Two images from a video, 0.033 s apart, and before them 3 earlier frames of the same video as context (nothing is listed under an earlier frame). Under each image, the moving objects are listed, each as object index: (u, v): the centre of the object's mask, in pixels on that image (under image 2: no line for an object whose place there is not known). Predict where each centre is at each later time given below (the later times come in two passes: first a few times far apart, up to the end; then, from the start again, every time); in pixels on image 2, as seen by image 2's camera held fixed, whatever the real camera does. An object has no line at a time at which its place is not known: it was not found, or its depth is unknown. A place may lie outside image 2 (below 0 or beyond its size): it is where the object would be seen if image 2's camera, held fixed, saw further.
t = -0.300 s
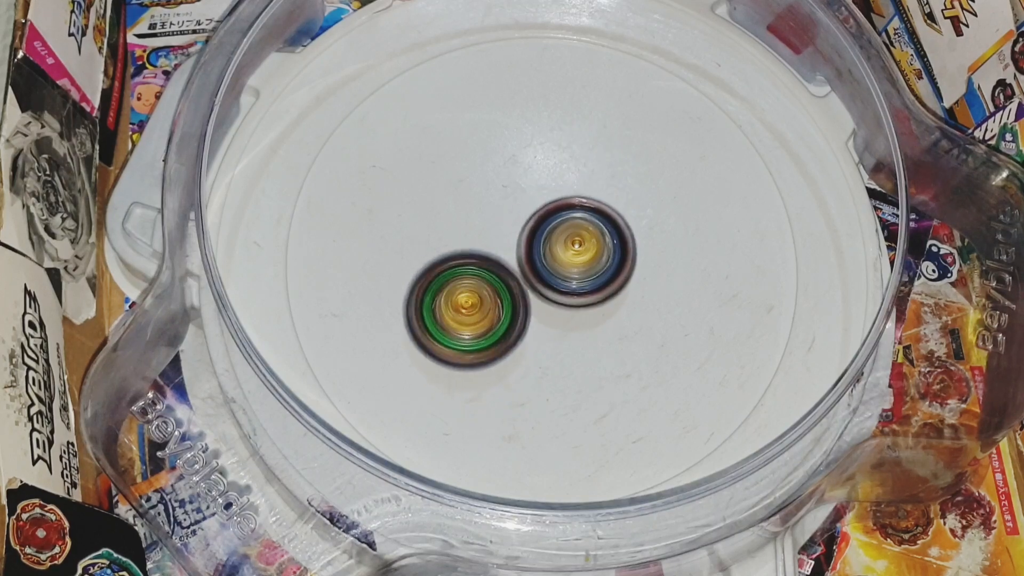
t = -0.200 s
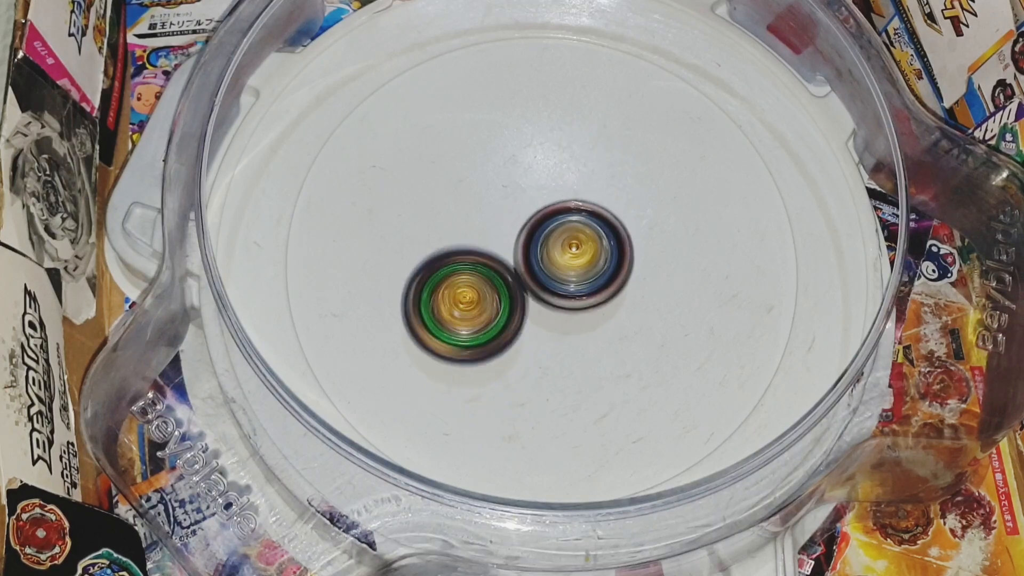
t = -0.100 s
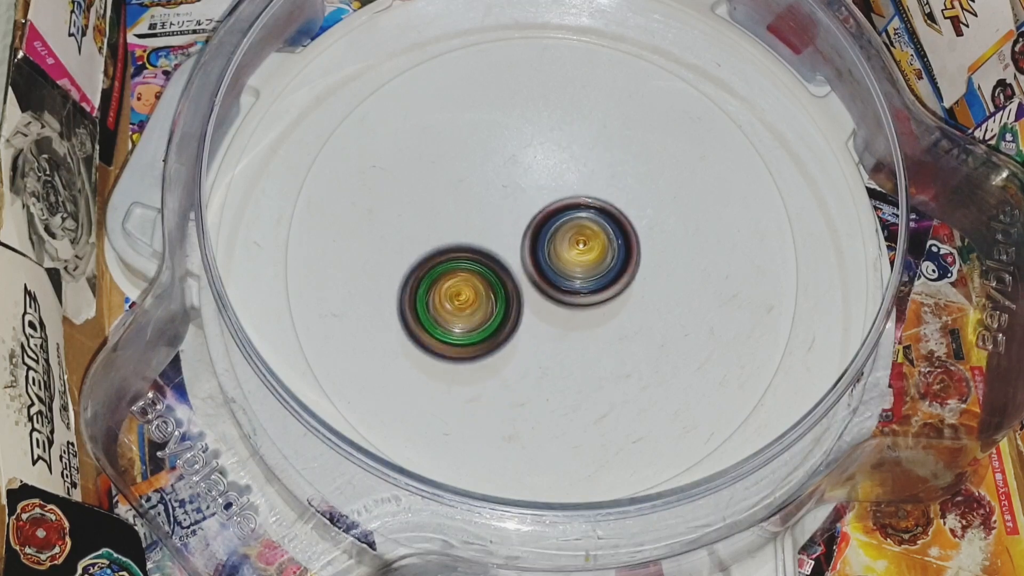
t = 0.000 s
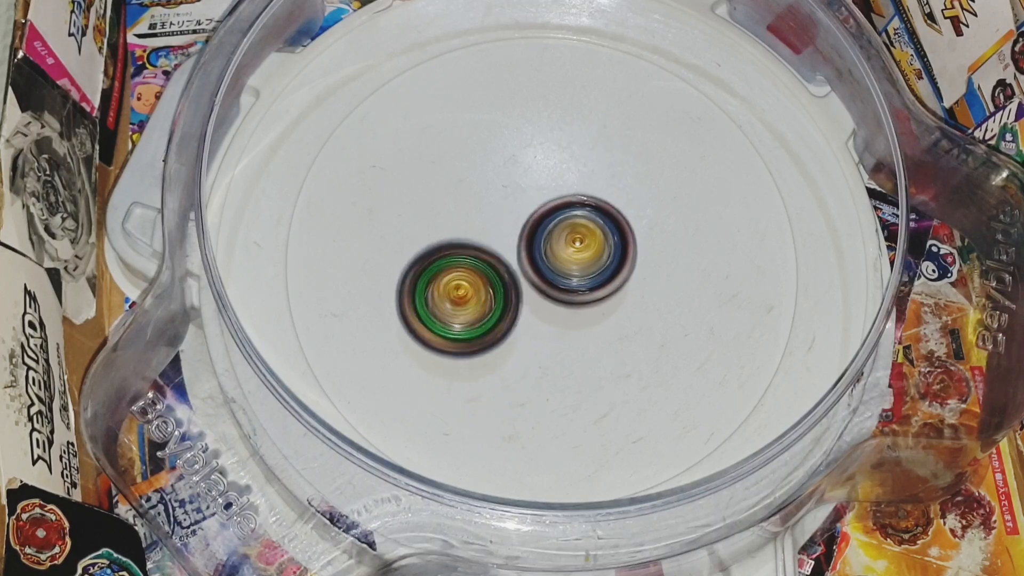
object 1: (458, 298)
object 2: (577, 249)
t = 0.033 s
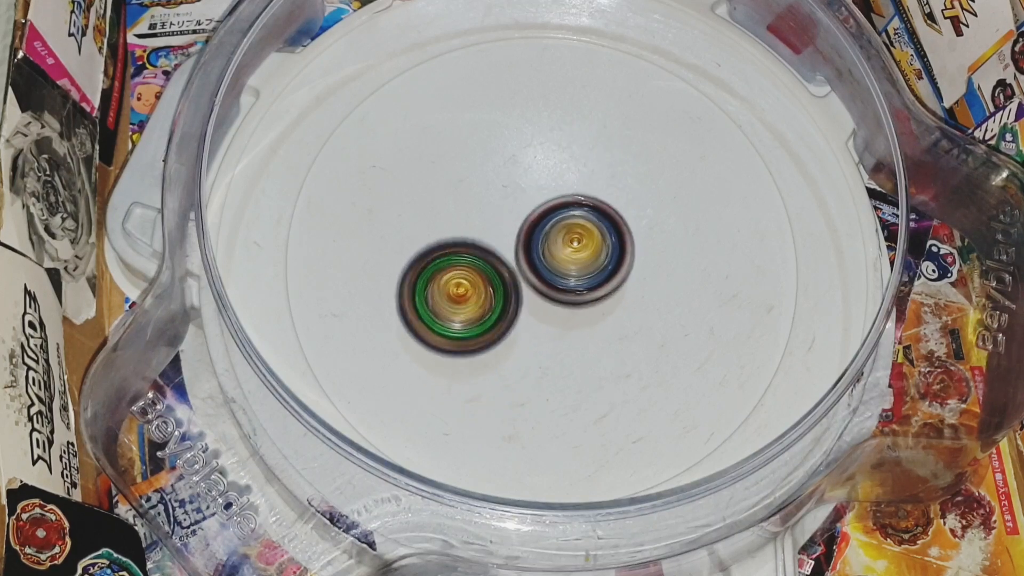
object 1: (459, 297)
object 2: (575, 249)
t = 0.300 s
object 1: (438, 292)
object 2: (590, 237)
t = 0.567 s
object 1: (441, 282)
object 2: (584, 231)
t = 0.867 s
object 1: (446, 272)
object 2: (570, 249)
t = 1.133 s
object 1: (451, 267)
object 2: (581, 257)
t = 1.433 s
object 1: (460, 261)
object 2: (595, 260)
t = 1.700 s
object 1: (468, 254)
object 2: (593, 258)
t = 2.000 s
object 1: (465, 248)
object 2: (598, 263)
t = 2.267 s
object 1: (464, 246)
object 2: (599, 263)
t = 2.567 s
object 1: (467, 241)
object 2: (604, 266)
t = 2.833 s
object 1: (475, 241)
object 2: (598, 269)
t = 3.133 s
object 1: (458, 239)
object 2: (616, 272)
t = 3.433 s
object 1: (465, 237)
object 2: (587, 273)
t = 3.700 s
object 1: (458, 233)
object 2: (589, 283)
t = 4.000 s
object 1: (457, 226)
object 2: (579, 286)
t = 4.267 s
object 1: (458, 216)
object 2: (573, 287)
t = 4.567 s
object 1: (458, 205)
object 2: (572, 291)
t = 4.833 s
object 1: (463, 198)
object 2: (593, 296)
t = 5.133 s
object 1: (476, 198)
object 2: (575, 279)
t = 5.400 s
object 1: (469, 188)
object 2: (572, 288)
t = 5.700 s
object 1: (481, 184)
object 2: (574, 291)
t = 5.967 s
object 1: (489, 185)
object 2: (558, 282)
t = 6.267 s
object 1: (497, 180)
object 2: (559, 292)
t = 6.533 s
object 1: (506, 181)
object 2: (551, 287)
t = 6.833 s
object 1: (511, 176)
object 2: (556, 304)
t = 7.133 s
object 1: (521, 180)
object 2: (542, 297)
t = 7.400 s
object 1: (526, 175)
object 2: (536, 305)
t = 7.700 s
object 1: (535, 163)
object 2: (530, 306)
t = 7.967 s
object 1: (542, 167)
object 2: (534, 300)
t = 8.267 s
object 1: (549, 173)
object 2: (530, 285)
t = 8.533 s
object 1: (553, 171)
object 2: (524, 297)
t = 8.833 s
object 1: (560, 179)
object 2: (524, 302)
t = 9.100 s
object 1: (569, 176)
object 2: (526, 293)
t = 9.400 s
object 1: (575, 183)
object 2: (524, 286)
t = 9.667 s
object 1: (581, 183)
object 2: (520, 289)
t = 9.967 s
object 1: (584, 190)
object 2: (515, 290)
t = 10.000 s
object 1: (584, 191)
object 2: (515, 288)
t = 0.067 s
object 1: (459, 296)
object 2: (572, 250)
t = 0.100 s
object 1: (457, 295)
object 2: (572, 249)
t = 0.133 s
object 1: (457, 294)
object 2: (572, 248)
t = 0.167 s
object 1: (457, 292)
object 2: (572, 247)
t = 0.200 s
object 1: (456, 291)
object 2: (572, 247)
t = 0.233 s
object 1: (445, 293)
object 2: (582, 243)
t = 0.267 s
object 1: (439, 294)
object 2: (587, 240)
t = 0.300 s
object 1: (438, 292)
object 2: (590, 237)
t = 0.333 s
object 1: (438, 291)
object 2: (591, 235)
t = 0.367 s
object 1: (439, 290)
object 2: (592, 233)
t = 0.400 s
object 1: (439, 288)
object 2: (592, 232)
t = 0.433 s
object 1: (439, 287)
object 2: (591, 231)
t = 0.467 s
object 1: (440, 285)
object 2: (590, 231)
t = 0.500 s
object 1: (441, 284)
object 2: (588, 231)
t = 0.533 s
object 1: (441, 283)
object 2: (586, 231)
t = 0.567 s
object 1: (441, 282)
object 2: (584, 231)
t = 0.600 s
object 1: (441, 280)
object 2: (581, 232)
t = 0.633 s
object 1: (442, 279)
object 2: (578, 234)
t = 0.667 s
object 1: (444, 278)
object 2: (575, 236)
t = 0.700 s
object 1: (445, 277)
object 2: (572, 238)
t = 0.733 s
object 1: (447, 275)
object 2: (570, 241)
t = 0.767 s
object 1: (448, 274)
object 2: (568, 244)
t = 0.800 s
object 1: (445, 275)
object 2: (570, 245)
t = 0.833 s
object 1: (446, 273)
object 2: (570, 247)
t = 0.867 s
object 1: (446, 272)
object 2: (570, 249)
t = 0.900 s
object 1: (447, 271)
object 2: (569, 251)
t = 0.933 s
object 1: (447, 271)
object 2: (570, 253)
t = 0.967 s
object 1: (446, 270)
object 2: (571, 254)
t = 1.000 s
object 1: (447, 269)
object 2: (571, 255)
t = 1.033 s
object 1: (450, 269)
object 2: (572, 256)
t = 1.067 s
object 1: (448, 269)
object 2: (577, 257)
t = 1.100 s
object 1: (449, 268)
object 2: (580, 257)
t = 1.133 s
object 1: (451, 267)
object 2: (581, 257)
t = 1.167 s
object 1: (454, 266)
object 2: (582, 258)
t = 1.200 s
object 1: (455, 264)
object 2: (583, 259)
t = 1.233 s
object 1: (457, 263)
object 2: (584, 260)
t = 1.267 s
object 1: (459, 262)
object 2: (584, 261)
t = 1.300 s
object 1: (455, 262)
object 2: (589, 261)
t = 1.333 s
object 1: (455, 262)
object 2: (592, 261)
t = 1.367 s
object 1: (456, 262)
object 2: (593, 260)
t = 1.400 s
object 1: (458, 262)
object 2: (594, 260)
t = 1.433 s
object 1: (460, 261)
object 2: (595, 260)
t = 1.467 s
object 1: (463, 260)
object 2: (595, 260)
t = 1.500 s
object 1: (465, 258)
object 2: (594, 259)
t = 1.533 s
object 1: (467, 257)
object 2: (593, 259)
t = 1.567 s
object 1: (466, 257)
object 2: (594, 260)
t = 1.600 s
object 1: (465, 257)
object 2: (596, 259)
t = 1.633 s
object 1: (465, 256)
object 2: (596, 259)
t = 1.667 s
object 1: (467, 255)
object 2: (595, 258)
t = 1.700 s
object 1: (468, 254)
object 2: (593, 258)
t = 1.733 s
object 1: (465, 253)
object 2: (594, 259)
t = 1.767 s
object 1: (463, 253)
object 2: (596, 259)
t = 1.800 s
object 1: (464, 252)
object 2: (597, 260)
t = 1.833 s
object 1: (465, 251)
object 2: (597, 260)
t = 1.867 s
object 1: (466, 251)
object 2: (597, 261)
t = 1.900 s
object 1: (467, 250)
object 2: (596, 261)
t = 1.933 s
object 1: (468, 249)
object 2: (595, 262)
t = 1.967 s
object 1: (470, 249)
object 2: (594, 262)
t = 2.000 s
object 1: (465, 248)
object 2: (598, 263)
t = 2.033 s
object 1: (464, 248)
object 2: (598, 262)
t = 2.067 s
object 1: (465, 248)
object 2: (599, 263)
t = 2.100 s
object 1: (467, 248)
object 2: (598, 263)
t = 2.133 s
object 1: (469, 247)
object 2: (597, 263)
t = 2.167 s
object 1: (470, 246)
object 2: (595, 263)
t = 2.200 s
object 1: (466, 246)
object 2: (598, 263)
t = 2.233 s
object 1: (464, 246)
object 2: (599, 263)
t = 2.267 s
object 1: (464, 246)
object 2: (599, 263)
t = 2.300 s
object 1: (466, 245)
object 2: (598, 263)
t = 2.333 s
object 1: (469, 244)
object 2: (598, 263)
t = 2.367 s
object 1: (472, 244)
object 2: (597, 263)
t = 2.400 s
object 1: (473, 243)
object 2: (597, 263)
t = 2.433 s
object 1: (473, 243)
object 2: (596, 264)
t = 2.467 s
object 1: (472, 243)
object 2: (596, 264)
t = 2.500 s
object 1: (471, 243)
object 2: (597, 264)
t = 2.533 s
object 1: (467, 241)
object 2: (602, 266)
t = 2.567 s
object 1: (467, 241)
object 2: (604, 266)
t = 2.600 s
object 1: (469, 241)
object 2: (604, 266)
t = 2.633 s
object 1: (470, 241)
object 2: (603, 266)
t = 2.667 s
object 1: (471, 241)
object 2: (602, 266)
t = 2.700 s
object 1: (472, 240)
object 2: (600, 266)
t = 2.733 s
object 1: (474, 239)
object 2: (598, 266)
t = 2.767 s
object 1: (473, 240)
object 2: (598, 267)
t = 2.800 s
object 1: (473, 240)
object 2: (598, 268)
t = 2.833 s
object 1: (475, 241)
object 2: (598, 269)
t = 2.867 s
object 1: (475, 242)
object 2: (597, 269)
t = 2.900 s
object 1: (475, 242)
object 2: (597, 269)
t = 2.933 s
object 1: (474, 242)
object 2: (597, 270)
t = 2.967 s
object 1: (462, 240)
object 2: (609, 272)
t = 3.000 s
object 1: (455, 239)
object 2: (614, 273)
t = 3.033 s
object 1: (455, 239)
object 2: (617, 273)
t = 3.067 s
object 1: (457, 239)
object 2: (618, 272)
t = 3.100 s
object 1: (458, 239)
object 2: (617, 272)
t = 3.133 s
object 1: (458, 239)
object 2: (616, 272)
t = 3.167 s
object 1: (459, 238)
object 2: (615, 272)
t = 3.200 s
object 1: (460, 238)
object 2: (613, 271)
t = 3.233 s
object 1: (461, 238)
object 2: (610, 271)
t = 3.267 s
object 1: (462, 238)
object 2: (607, 270)
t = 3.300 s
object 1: (463, 238)
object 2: (603, 270)
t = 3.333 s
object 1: (464, 238)
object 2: (598, 271)
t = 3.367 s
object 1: (465, 238)
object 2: (594, 271)
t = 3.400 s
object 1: (466, 238)
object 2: (590, 272)
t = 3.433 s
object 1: (465, 237)
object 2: (587, 273)
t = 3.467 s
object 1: (464, 238)
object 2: (586, 274)
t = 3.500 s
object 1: (465, 238)
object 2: (585, 276)
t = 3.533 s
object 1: (457, 236)
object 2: (591, 280)
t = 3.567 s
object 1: (454, 235)
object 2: (594, 281)
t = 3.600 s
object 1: (456, 235)
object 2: (594, 282)
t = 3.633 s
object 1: (457, 234)
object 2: (593, 283)
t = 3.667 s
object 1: (457, 234)
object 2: (591, 283)
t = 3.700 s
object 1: (458, 233)
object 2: (589, 283)
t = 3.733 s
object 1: (459, 233)
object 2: (586, 283)
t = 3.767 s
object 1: (460, 232)
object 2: (582, 283)
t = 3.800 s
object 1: (461, 231)
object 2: (579, 283)
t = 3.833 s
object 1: (462, 231)
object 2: (575, 284)
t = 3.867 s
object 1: (459, 229)
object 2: (576, 285)
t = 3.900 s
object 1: (455, 227)
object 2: (579, 287)
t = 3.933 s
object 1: (455, 227)
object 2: (580, 287)
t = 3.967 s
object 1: (456, 226)
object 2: (581, 287)
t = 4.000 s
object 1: (457, 226)
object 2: (579, 286)
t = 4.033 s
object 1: (458, 225)
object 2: (577, 286)
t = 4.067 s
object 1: (460, 224)
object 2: (574, 285)
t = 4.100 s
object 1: (460, 224)
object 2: (573, 285)
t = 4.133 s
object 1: (462, 223)
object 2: (570, 284)
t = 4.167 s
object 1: (459, 220)
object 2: (571, 286)
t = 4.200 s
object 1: (455, 218)
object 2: (574, 287)
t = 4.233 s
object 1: (457, 217)
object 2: (574, 287)
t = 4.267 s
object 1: (458, 216)
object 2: (573, 287)
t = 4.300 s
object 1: (459, 215)
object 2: (572, 287)
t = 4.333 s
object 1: (460, 215)
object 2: (571, 286)
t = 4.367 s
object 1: (461, 214)
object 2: (570, 286)
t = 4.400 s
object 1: (462, 213)
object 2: (568, 284)
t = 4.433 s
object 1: (464, 212)
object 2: (566, 283)
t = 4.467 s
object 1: (463, 211)
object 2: (564, 283)
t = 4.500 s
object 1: (463, 212)
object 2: (564, 283)
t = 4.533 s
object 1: (465, 211)
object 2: (563, 283)
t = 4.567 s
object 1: (458, 205)
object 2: (572, 291)
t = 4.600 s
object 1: (453, 201)
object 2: (578, 295)
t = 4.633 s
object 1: (454, 201)
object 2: (582, 298)
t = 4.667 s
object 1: (456, 200)
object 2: (586, 298)
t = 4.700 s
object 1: (457, 200)
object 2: (589, 298)
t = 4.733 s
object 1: (459, 200)
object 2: (591, 297)
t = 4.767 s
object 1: (460, 199)
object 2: (592, 297)
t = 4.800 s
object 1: (462, 199)
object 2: (593, 297)
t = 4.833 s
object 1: (463, 198)
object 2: (593, 296)
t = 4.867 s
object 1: (465, 198)
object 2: (594, 295)
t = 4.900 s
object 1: (466, 199)
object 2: (593, 293)
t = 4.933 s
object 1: (467, 198)
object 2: (592, 291)
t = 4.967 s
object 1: (468, 198)
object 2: (590, 289)
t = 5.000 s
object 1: (470, 198)
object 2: (588, 287)
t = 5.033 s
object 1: (471, 198)
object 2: (586, 286)
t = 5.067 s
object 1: (472, 198)
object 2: (583, 283)
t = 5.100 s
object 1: (474, 198)
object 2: (579, 281)
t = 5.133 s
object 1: (476, 198)
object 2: (575, 279)
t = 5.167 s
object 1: (478, 199)
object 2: (570, 277)
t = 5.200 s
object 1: (476, 197)
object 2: (569, 277)
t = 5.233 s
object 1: (474, 195)
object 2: (567, 277)
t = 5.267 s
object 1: (475, 195)
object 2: (564, 277)
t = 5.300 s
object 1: (476, 194)
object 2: (563, 277)
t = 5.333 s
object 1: (475, 194)
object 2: (563, 280)
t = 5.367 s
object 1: (470, 189)
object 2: (569, 286)
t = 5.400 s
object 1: (469, 188)
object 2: (572, 288)
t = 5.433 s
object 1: (471, 187)
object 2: (574, 290)
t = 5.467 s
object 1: (472, 186)
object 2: (575, 291)
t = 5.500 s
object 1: (474, 186)
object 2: (576, 292)
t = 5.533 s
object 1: (475, 185)
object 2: (577, 293)
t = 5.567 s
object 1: (476, 185)
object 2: (577, 293)
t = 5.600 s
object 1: (476, 185)
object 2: (576, 293)
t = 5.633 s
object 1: (478, 184)
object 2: (576, 293)
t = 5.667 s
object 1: (480, 184)
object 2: (575, 292)
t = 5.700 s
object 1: (481, 184)
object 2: (574, 291)
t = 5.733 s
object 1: (482, 184)
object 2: (573, 290)
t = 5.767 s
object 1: (483, 184)
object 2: (572, 288)
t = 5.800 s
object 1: (485, 184)
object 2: (570, 287)
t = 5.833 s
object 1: (486, 185)
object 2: (567, 285)
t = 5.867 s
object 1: (488, 185)
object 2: (564, 282)
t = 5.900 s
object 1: (489, 185)
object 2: (561, 280)
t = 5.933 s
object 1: (488, 184)
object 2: (559, 280)
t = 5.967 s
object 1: (489, 185)
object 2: (558, 282)
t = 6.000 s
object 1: (489, 182)
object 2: (560, 286)
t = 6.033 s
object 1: (486, 178)
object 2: (561, 289)
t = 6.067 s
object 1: (488, 179)
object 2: (562, 291)
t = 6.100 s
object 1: (490, 180)
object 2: (562, 292)
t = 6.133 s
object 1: (491, 180)
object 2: (561, 292)
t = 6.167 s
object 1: (492, 179)
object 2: (561, 293)
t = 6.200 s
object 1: (494, 179)
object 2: (560, 293)
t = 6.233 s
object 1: (496, 180)
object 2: (560, 293)
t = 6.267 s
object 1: (497, 180)
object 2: (559, 292)
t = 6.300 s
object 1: (498, 179)
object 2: (558, 291)
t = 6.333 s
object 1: (500, 180)
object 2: (557, 290)
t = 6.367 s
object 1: (502, 180)
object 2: (555, 289)
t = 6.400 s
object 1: (503, 181)
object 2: (555, 288)
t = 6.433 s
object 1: (504, 181)
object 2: (553, 286)
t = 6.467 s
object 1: (504, 179)
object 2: (552, 287)
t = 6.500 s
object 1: (505, 181)
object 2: (550, 287)
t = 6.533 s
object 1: (506, 181)
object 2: (551, 287)
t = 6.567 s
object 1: (506, 180)
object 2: (551, 288)
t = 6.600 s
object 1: (505, 179)
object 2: (551, 291)
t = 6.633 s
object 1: (505, 175)
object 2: (554, 297)
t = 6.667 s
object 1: (505, 175)
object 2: (555, 300)
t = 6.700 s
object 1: (507, 175)
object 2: (555, 302)
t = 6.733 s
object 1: (508, 174)
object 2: (556, 304)
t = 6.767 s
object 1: (509, 175)
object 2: (556, 305)
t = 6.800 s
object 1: (510, 175)
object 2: (556, 305)
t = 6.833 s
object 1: (511, 176)
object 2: (556, 304)
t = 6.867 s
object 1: (513, 177)
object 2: (554, 304)
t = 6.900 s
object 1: (515, 178)
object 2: (554, 304)
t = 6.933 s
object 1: (516, 179)
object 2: (553, 303)
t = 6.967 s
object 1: (517, 180)
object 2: (552, 301)
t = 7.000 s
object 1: (519, 181)
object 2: (550, 299)
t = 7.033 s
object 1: (521, 183)
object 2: (548, 298)
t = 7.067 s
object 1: (522, 184)
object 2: (546, 296)
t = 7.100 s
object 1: (521, 182)
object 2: (545, 297)
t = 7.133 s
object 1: (521, 180)
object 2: (542, 297)
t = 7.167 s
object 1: (522, 182)
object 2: (540, 297)
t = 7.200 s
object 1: (523, 182)
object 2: (539, 296)
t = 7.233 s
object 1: (524, 182)
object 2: (537, 295)
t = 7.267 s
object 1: (524, 177)
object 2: (537, 301)
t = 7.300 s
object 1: (522, 174)
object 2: (536, 304)
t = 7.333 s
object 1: (524, 175)
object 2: (535, 305)
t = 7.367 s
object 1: (526, 176)
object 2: (536, 306)
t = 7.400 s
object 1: (526, 175)
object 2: (536, 305)
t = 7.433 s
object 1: (527, 176)
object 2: (535, 304)
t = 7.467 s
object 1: (529, 176)
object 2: (535, 304)
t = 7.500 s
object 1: (530, 177)
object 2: (535, 302)
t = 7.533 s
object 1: (531, 178)
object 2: (534, 300)
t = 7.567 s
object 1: (532, 178)
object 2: (533, 298)
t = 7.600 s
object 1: (534, 179)
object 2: (532, 295)
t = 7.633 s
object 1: (534, 180)
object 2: (532, 293)
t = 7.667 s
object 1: (535, 171)
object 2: (531, 300)
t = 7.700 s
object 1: (535, 163)
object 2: (530, 306)
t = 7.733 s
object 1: (534, 162)
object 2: (532, 308)
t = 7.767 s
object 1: (535, 162)
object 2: (533, 308)
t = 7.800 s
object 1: (537, 162)
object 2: (534, 307)
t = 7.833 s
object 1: (538, 163)
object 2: (533, 307)
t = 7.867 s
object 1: (539, 164)
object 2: (534, 306)
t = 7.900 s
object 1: (540, 164)
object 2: (535, 304)
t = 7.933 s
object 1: (542, 166)
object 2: (534, 301)
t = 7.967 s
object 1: (542, 167)
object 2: (534, 300)
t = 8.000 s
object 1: (543, 167)
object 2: (534, 297)
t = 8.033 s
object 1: (544, 168)
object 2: (534, 294)
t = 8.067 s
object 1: (545, 170)
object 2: (533, 290)
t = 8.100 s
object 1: (546, 172)
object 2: (533, 287)
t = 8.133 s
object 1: (547, 172)
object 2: (532, 286)
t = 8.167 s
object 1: (548, 169)
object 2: (531, 288)
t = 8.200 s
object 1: (547, 170)
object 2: (530, 288)
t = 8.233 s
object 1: (547, 172)
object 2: (530, 286)
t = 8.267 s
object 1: (549, 173)
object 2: (530, 285)
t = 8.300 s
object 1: (549, 174)
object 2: (529, 285)
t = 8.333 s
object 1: (548, 173)
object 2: (527, 285)
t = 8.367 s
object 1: (549, 174)
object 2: (527, 287)
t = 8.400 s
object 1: (549, 175)
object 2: (526, 288)
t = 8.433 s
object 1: (549, 176)
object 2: (526, 288)
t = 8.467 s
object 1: (551, 177)
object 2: (526, 288)
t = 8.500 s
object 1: (553, 174)
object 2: (525, 292)
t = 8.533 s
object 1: (553, 171)
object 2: (524, 297)
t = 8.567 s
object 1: (554, 172)
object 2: (524, 299)
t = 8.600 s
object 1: (556, 173)
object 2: (524, 301)
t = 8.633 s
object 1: (556, 173)
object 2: (523, 301)
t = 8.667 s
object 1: (557, 174)
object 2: (523, 303)
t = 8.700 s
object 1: (558, 174)
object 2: (523, 304)
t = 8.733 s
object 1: (558, 175)
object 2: (523, 303)
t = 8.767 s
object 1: (559, 176)
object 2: (522, 304)
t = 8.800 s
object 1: (560, 177)
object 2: (523, 303)
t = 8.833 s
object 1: (560, 179)
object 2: (524, 302)
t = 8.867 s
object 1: (561, 180)
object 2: (523, 300)
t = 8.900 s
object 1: (562, 181)
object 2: (525, 299)
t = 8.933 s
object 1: (562, 183)
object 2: (526, 297)
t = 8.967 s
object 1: (562, 184)
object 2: (526, 294)
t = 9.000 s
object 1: (564, 186)
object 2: (526, 292)
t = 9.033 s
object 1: (566, 182)
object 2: (525, 294)
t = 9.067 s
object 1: (568, 177)
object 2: (525, 295)
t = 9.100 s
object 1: (569, 176)
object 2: (526, 293)
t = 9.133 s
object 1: (569, 179)
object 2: (526, 291)
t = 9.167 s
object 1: (570, 180)
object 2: (526, 288)
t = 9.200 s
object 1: (572, 180)
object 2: (527, 285)
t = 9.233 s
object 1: (573, 180)
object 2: (526, 284)
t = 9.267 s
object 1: (573, 179)
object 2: (526, 283)
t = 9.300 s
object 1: (573, 179)
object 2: (525, 285)
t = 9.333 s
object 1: (573, 179)
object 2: (524, 286)
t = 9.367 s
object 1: (574, 181)
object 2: (524, 287)
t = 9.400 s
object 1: (575, 183)
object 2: (524, 286)
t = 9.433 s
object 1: (575, 183)
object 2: (524, 286)
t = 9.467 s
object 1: (577, 182)
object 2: (523, 287)
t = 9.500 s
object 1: (577, 182)
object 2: (523, 287)
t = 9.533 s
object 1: (577, 183)
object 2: (522, 288)
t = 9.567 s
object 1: (578, 184)
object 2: (522, 288)
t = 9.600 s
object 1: (578, 185)
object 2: (522, 287)
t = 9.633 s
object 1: (578, 185)
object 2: (522, 287)
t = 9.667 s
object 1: (581, 183)
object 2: (520, 289)
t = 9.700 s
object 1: (583, 180)
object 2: (517, 292)
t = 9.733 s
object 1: (581, 180)
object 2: (516, 293)
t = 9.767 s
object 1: (581, 182)
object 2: (514, 294)
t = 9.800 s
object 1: (582, 184)
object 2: (514, 294)
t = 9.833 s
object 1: (582, 185)
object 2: (513, 294)
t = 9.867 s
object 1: (582, 186)
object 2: (514, 294)
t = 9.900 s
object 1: (583, 187)
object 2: (514, 293)
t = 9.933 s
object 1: (583, 188)
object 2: (514, 292)
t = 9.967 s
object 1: (584, 190)
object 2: (515, 290)
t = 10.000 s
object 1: (584, 191)
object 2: (515, 288)
